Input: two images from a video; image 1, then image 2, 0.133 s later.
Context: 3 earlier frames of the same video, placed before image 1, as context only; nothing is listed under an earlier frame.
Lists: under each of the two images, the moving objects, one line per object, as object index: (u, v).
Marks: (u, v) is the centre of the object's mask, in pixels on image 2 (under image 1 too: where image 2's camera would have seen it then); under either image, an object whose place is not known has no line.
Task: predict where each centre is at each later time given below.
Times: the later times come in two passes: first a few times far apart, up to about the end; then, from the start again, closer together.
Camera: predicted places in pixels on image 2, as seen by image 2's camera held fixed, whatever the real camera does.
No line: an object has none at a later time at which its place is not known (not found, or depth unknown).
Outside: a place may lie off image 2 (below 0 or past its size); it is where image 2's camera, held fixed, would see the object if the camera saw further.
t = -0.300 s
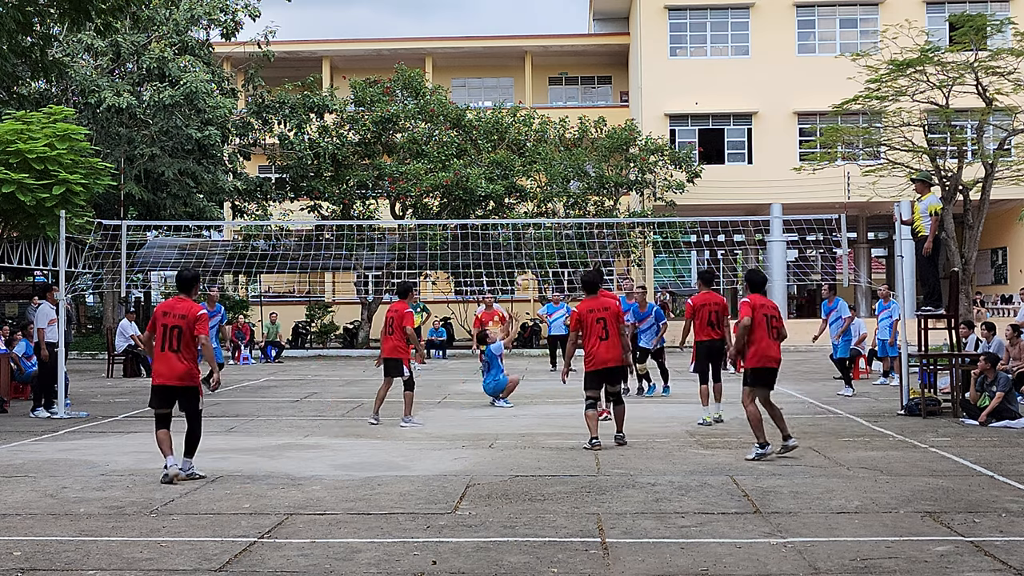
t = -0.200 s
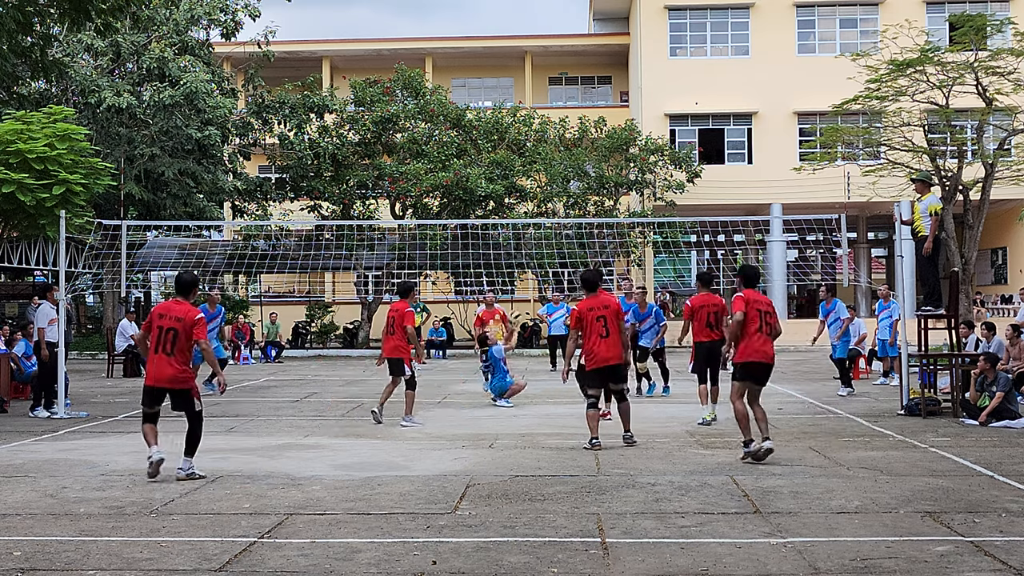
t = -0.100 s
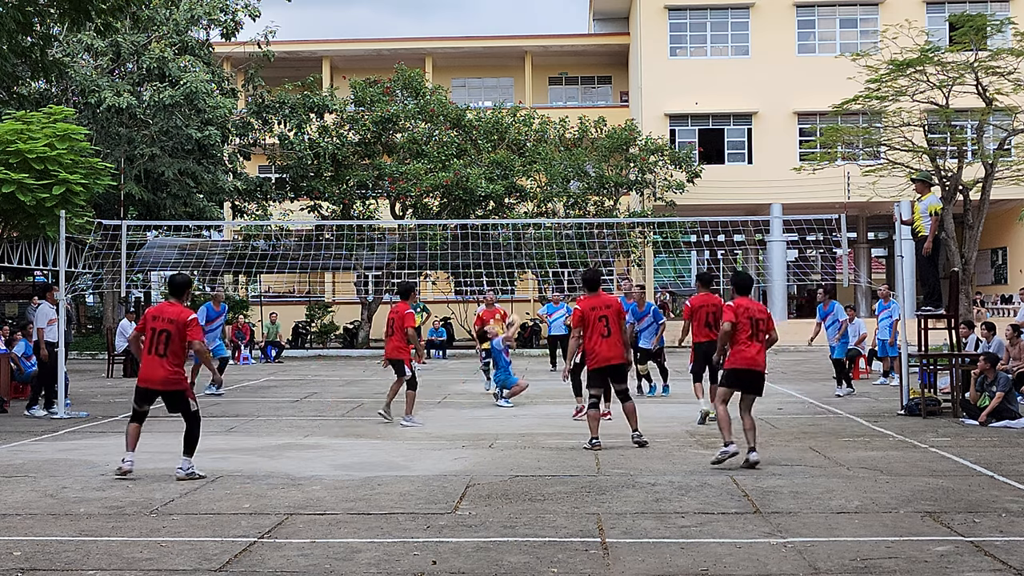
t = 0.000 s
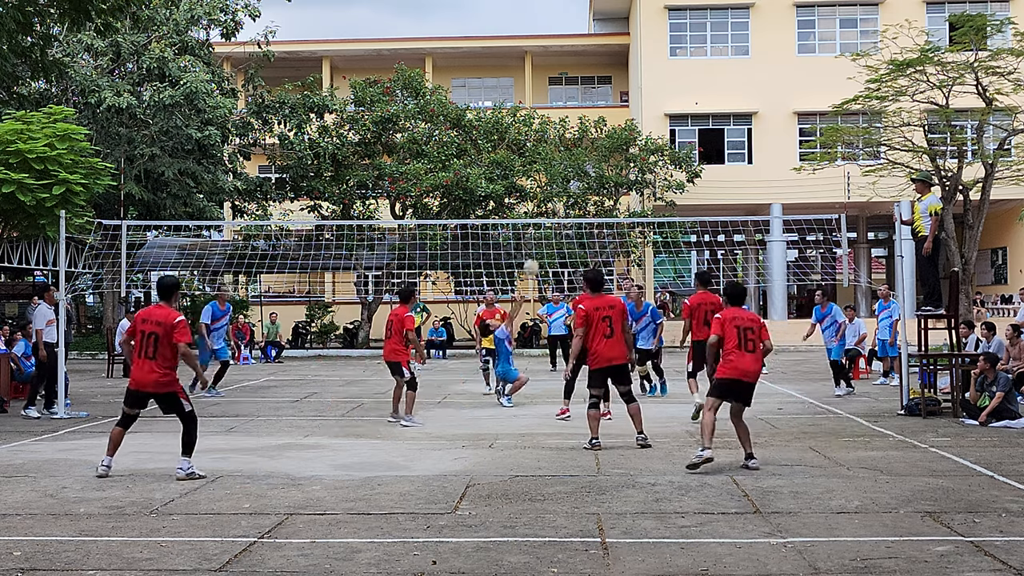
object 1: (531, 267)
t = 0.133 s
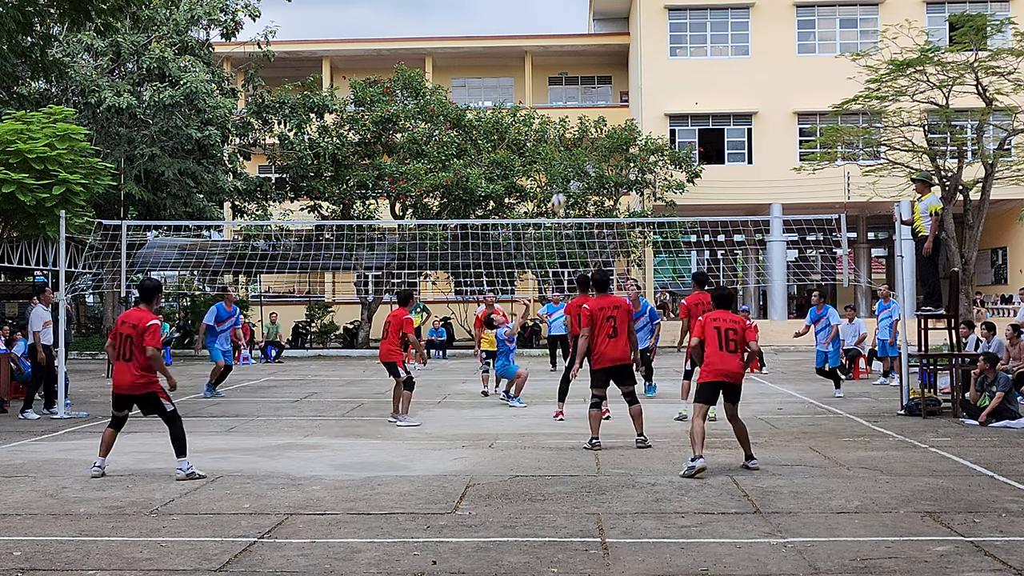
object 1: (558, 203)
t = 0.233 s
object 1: (578, 161)
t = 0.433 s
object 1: (620, 104)
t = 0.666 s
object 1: (669, 76)
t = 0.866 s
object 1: (712, 83)
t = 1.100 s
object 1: (762, 129)
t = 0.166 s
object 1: (564, 188)
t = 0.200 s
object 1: (571, 173)
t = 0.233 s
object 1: (578, 161)
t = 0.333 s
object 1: (600, 131)
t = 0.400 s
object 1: (613, 113)
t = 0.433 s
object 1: (620, 104)
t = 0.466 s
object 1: (626, 98)
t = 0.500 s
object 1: (634, 94)
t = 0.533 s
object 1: (641, 89)
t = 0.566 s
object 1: (648, 84)
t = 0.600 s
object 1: (655, 81)
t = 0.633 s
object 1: (662, 78)
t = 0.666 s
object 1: (669, 76)
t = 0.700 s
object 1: (676, 76)
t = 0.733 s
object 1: (683, 75)
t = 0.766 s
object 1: (690, 76)
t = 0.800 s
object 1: (697, 77)
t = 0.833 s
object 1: (705, 79)
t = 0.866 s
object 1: (712, 83)
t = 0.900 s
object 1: (719, 87)
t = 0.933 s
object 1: (727, 91)
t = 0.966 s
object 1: (733, 97)
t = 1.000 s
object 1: (740, 103)
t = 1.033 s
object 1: (748, 111)
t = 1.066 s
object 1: (754, 119)
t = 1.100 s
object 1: (762, 129)
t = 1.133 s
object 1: (769, 138)
